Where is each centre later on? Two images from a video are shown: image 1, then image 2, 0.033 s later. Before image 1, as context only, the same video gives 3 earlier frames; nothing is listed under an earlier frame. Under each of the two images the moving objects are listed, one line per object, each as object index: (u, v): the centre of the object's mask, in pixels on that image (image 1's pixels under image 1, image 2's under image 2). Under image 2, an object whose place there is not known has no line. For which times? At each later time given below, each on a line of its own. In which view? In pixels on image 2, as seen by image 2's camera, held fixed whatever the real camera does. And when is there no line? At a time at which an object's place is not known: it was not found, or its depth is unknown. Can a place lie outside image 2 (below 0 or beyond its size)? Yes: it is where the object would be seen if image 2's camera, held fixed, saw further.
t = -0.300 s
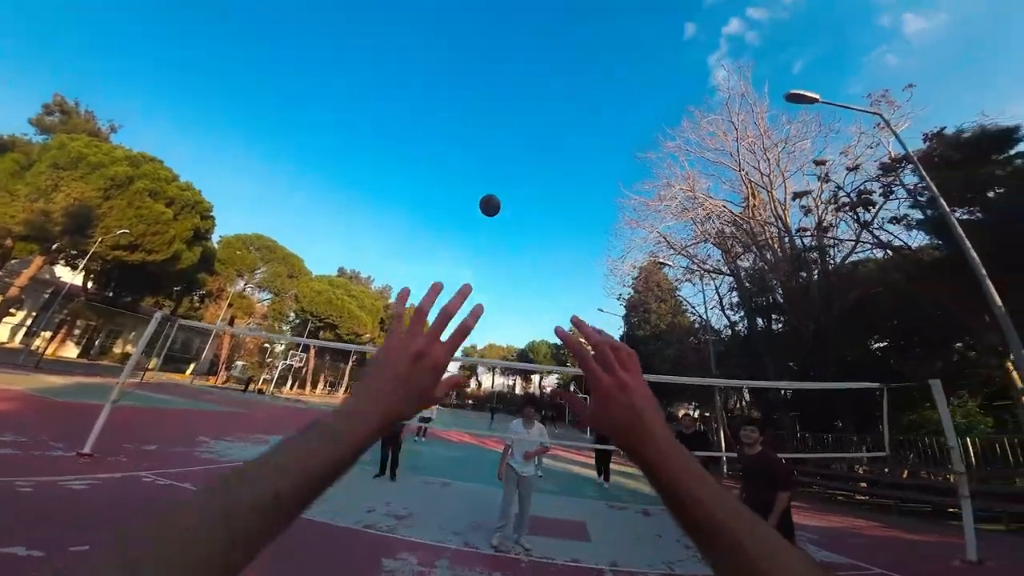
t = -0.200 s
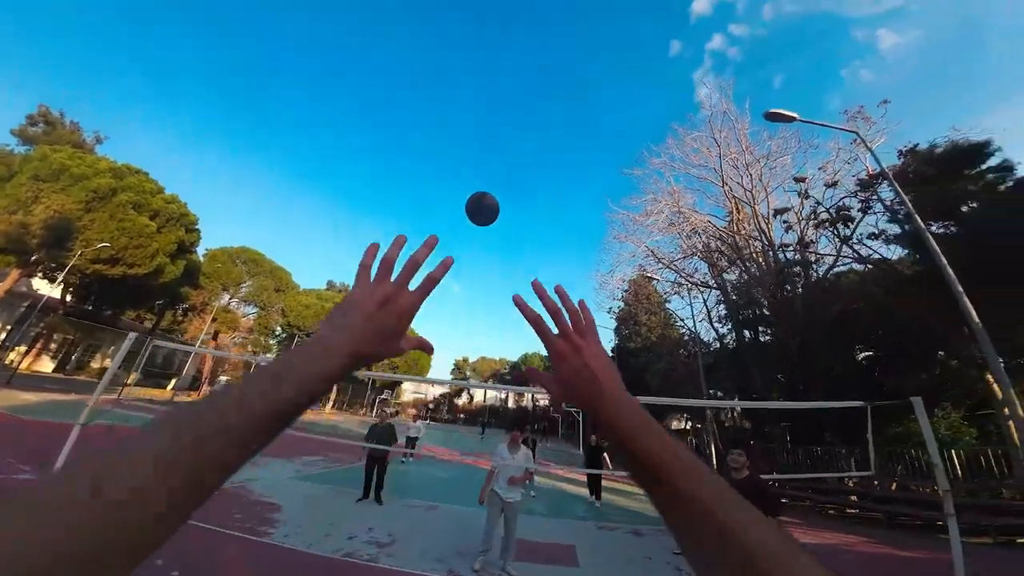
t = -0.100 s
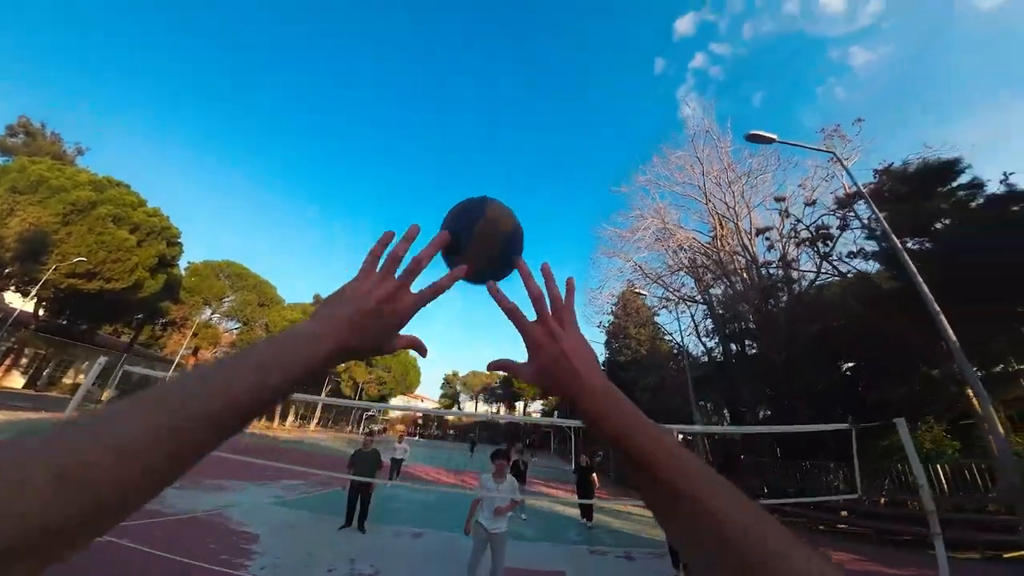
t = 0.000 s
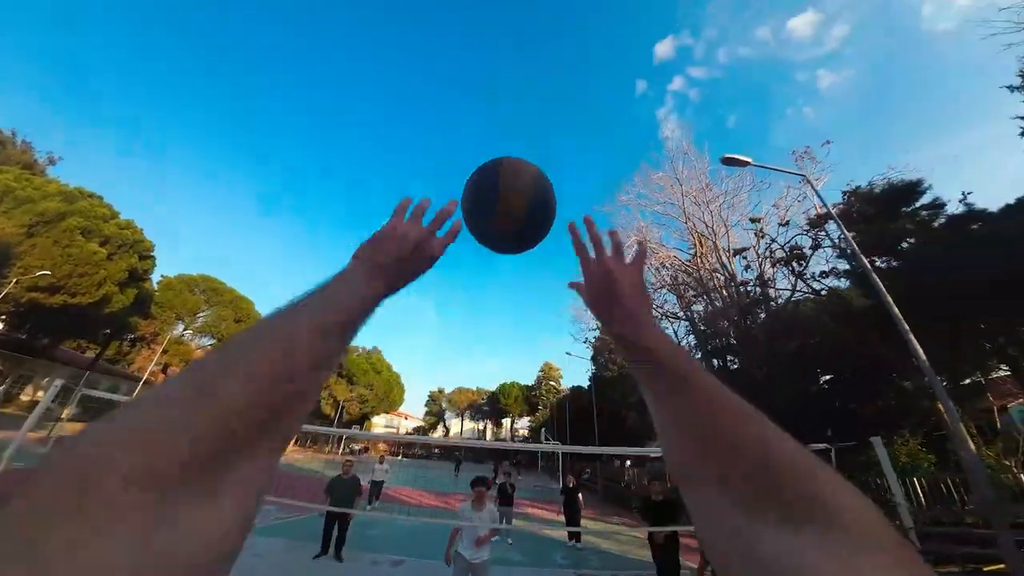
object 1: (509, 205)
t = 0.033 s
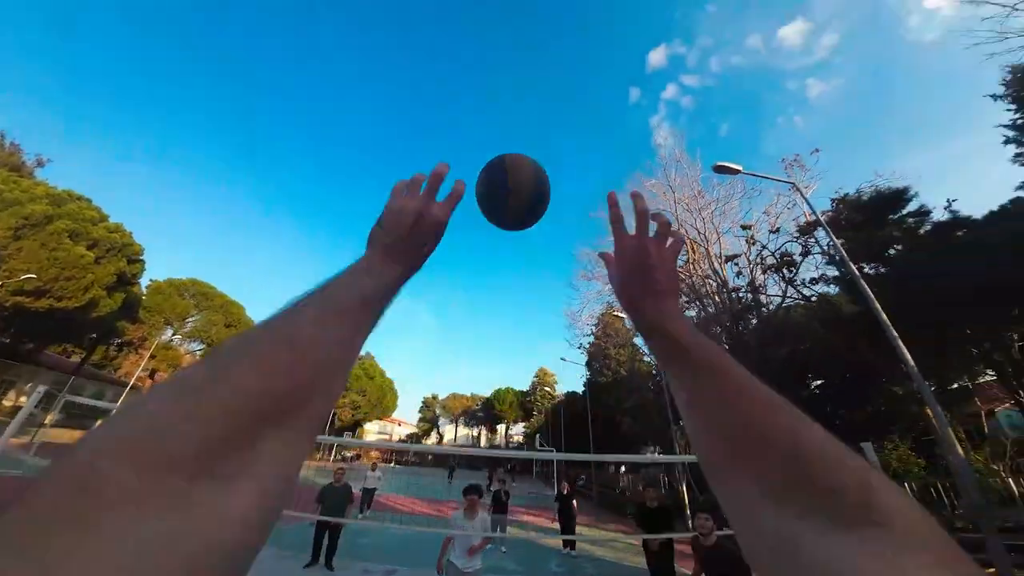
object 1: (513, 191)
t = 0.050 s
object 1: (514, 192)
